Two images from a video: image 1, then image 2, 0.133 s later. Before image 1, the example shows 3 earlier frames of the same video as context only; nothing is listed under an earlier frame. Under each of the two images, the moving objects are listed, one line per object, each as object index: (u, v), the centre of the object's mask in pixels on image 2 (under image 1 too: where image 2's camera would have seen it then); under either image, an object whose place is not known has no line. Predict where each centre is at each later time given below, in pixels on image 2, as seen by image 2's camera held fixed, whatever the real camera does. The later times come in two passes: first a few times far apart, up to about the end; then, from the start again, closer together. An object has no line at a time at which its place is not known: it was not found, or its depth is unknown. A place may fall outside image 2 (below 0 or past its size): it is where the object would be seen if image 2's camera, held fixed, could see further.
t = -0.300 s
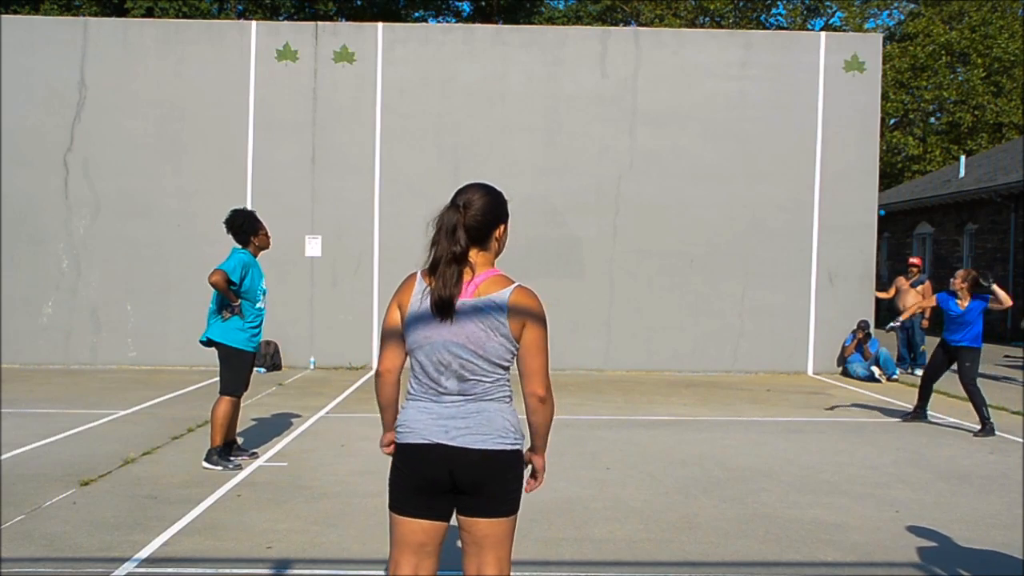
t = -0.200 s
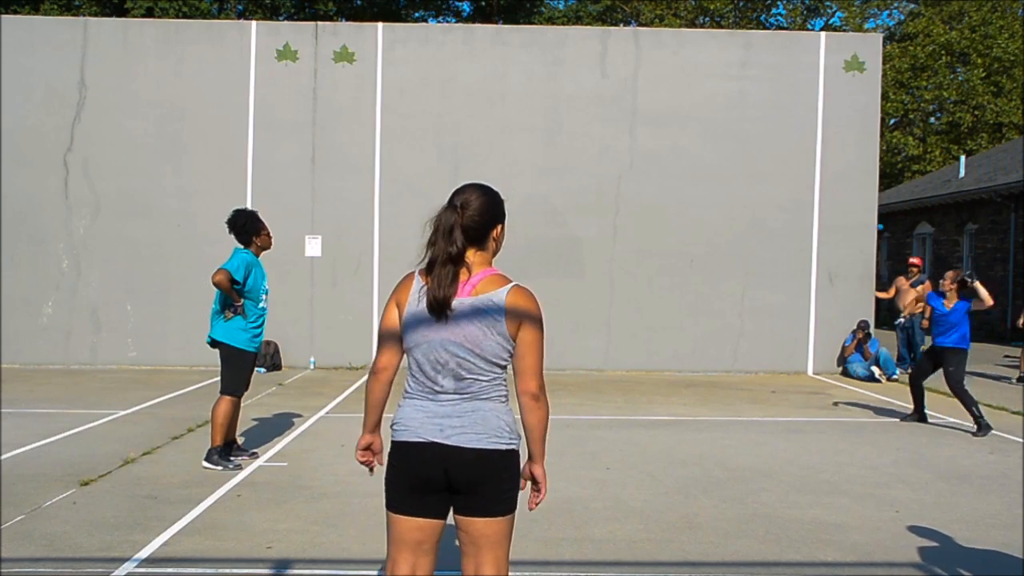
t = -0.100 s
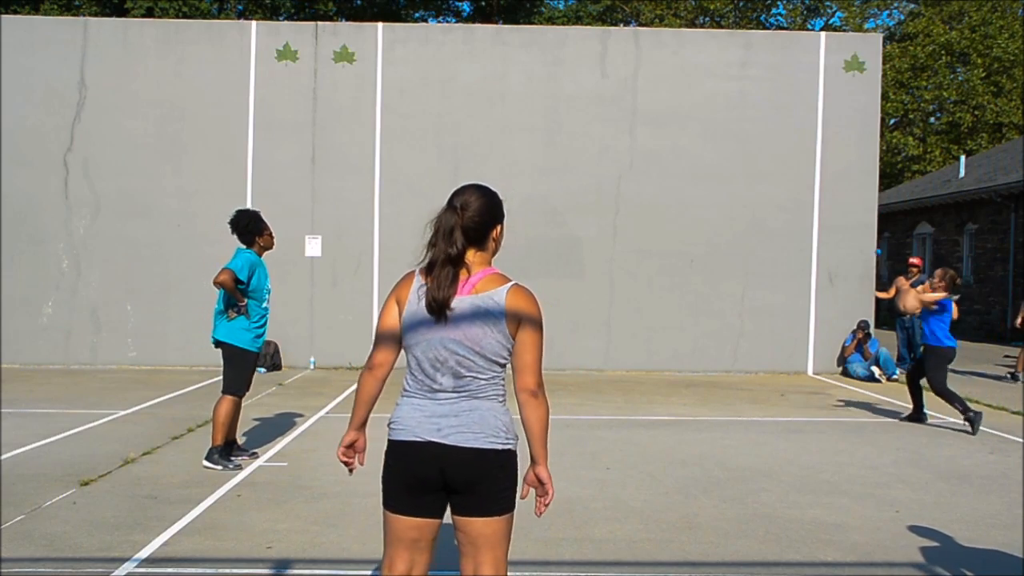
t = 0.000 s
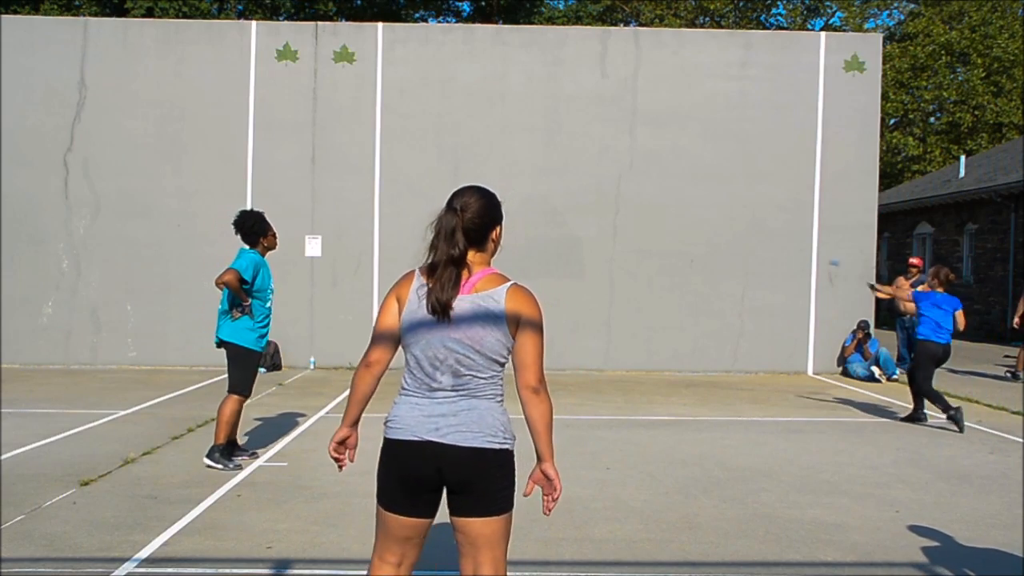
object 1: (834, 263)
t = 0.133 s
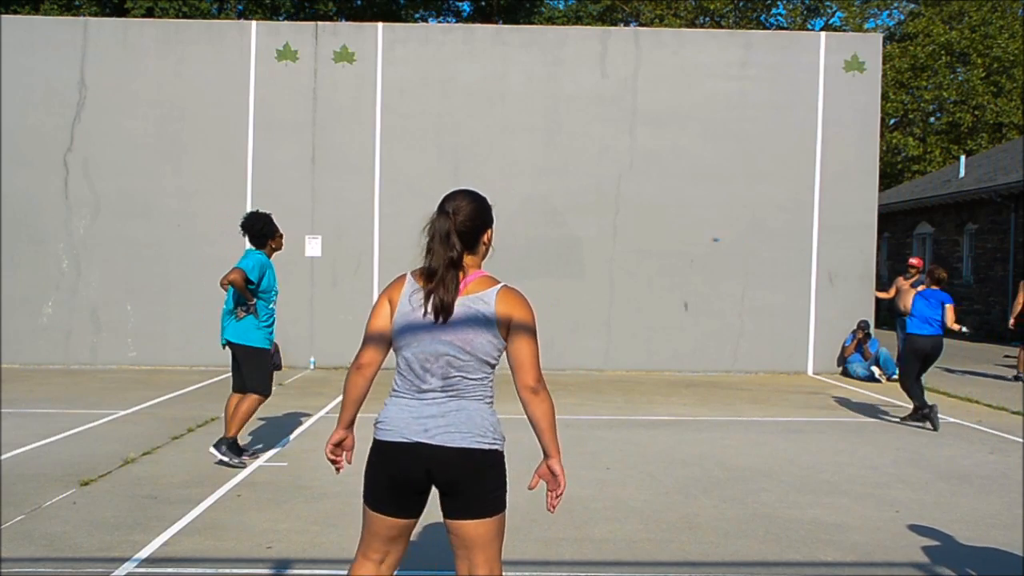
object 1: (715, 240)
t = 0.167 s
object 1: (693, 237)
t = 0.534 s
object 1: (644, 251)
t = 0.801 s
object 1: (589, 379)
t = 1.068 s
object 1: (515, 383)
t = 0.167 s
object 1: (693, 237)
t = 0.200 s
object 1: (674, 237)
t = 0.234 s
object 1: (673, 233)
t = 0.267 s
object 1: (670, 232)
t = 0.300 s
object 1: (668, 231)
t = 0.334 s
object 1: (666, 230)
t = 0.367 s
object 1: (664, 232)
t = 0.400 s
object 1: (660, 233)
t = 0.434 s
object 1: (657, 235)
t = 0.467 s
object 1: (653, 240)
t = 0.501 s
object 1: (649, 245)
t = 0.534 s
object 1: (644, 251)
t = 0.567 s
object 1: (640, 259)
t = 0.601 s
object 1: (634, 270)
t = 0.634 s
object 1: (629, 281)
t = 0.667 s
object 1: (622, 295)
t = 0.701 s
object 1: (615, 312)
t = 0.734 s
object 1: (607, 331)
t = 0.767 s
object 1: (599, 354)
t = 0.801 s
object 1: (589, 379)
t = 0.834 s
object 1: (578, 410)
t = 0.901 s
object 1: (552, 485)
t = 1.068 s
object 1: (515, 383)
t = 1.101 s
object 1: (505, 363)
